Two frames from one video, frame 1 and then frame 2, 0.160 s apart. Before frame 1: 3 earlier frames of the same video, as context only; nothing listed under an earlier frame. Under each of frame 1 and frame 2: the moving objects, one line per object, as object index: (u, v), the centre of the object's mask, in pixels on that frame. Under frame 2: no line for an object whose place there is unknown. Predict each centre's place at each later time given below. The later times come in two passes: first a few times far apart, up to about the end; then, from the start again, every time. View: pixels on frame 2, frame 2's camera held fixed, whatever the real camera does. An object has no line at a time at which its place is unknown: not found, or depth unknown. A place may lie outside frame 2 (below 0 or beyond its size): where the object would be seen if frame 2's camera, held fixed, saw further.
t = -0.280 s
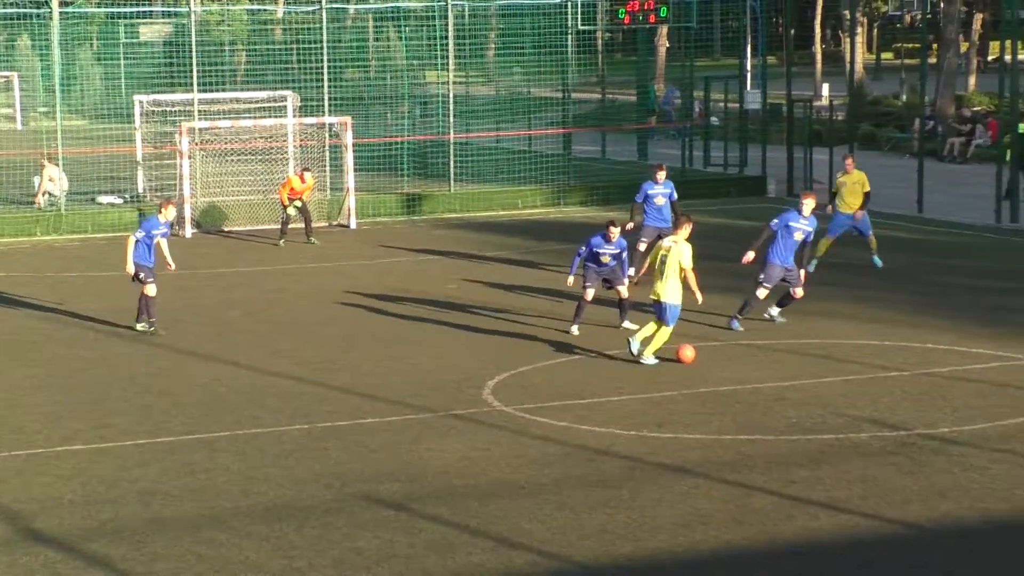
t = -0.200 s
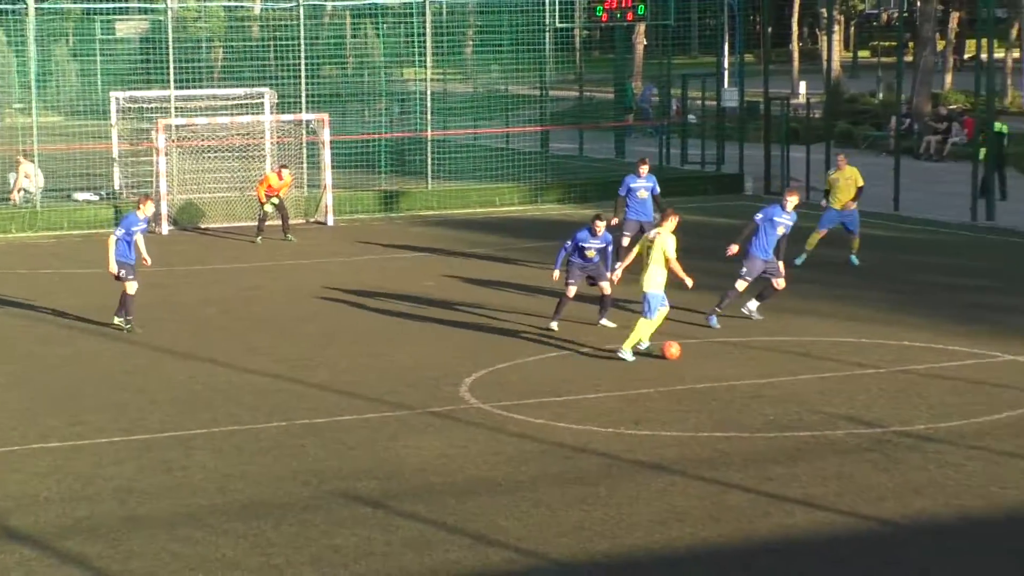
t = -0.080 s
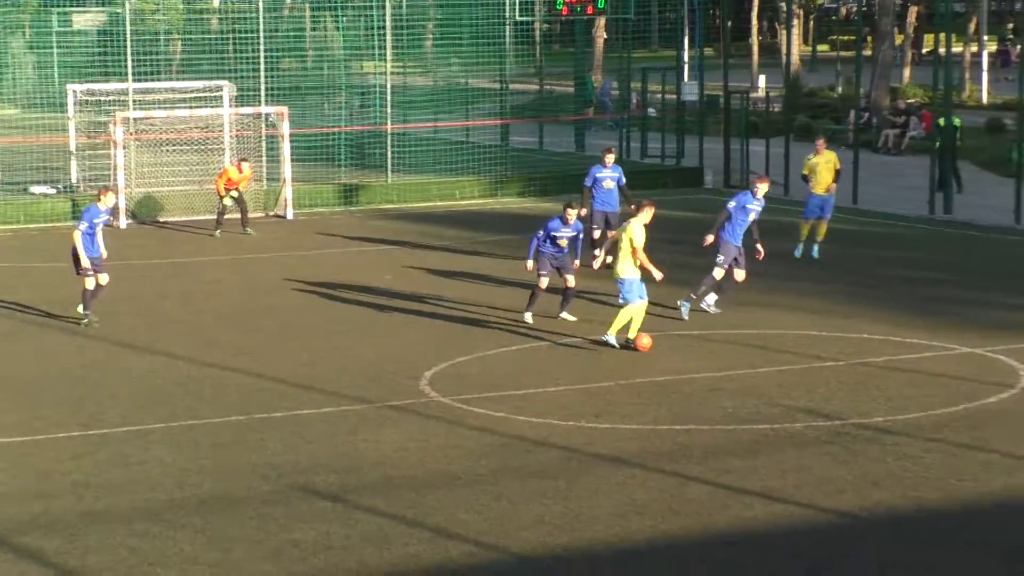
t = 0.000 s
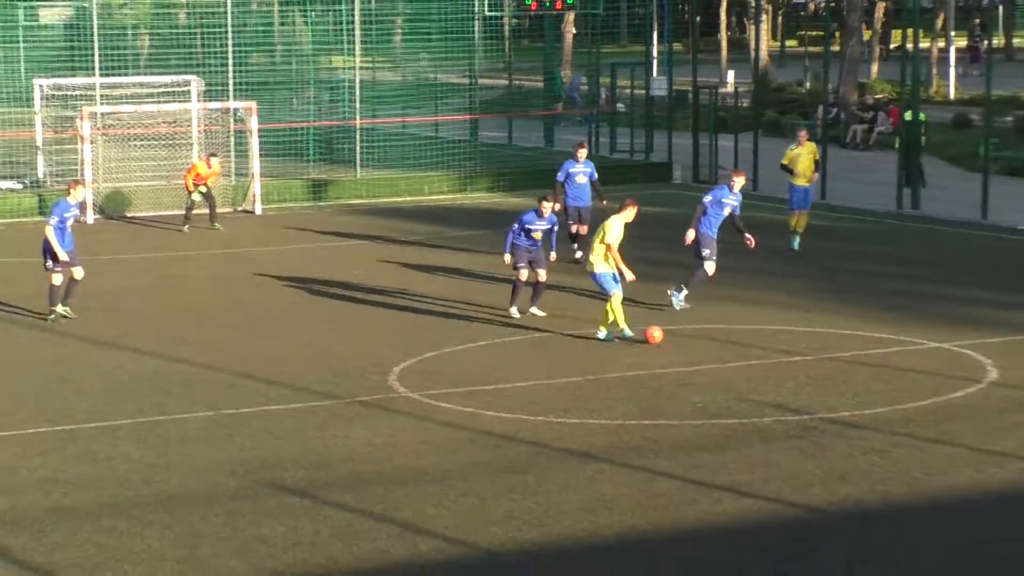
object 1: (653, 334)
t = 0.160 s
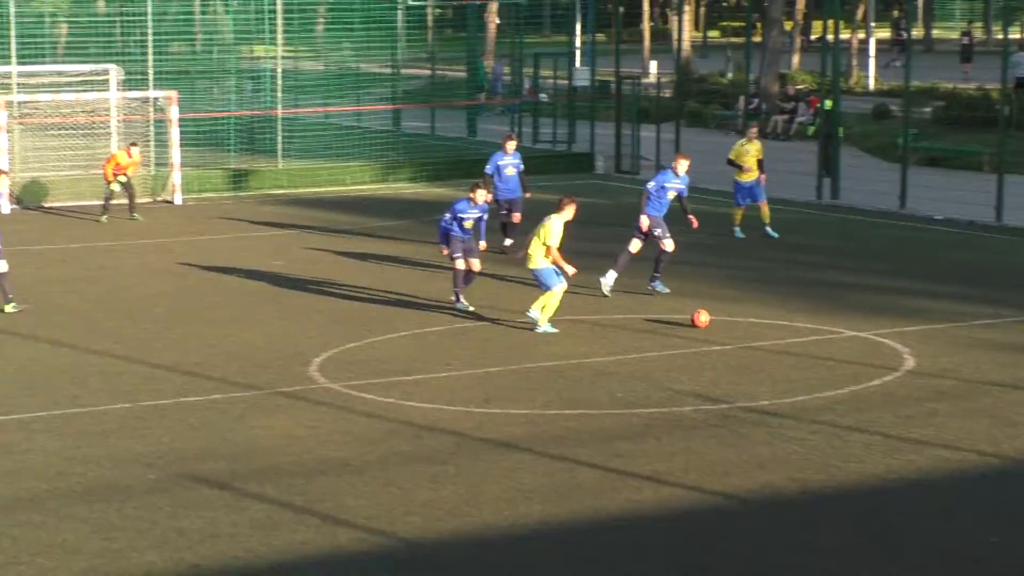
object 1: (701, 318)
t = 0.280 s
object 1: (781, 314)
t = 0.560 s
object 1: (935, 307)
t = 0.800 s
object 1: (1052, 300)
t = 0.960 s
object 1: (1127, 295)
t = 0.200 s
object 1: (728, 317)
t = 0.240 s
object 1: (755, 315)
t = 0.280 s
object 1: (781, 314)
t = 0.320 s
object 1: (806, 313)
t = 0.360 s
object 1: (829, 311)
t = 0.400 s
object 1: (851, 310)
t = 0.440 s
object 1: (873, 309)
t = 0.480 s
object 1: (894, 308)
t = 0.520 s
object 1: (914, 307)
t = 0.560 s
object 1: (935, 307)
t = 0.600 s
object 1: (955, 305)
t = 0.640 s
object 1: (974, 304)
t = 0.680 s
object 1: (994, 303)
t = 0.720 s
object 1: (1013, 303)
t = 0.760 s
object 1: (1033, 302)
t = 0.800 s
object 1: (1052, 300)
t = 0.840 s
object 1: (1071, 299)
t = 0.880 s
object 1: (1090, 298)
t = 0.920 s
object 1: (1108, 297)
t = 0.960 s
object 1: (1127, 295)
